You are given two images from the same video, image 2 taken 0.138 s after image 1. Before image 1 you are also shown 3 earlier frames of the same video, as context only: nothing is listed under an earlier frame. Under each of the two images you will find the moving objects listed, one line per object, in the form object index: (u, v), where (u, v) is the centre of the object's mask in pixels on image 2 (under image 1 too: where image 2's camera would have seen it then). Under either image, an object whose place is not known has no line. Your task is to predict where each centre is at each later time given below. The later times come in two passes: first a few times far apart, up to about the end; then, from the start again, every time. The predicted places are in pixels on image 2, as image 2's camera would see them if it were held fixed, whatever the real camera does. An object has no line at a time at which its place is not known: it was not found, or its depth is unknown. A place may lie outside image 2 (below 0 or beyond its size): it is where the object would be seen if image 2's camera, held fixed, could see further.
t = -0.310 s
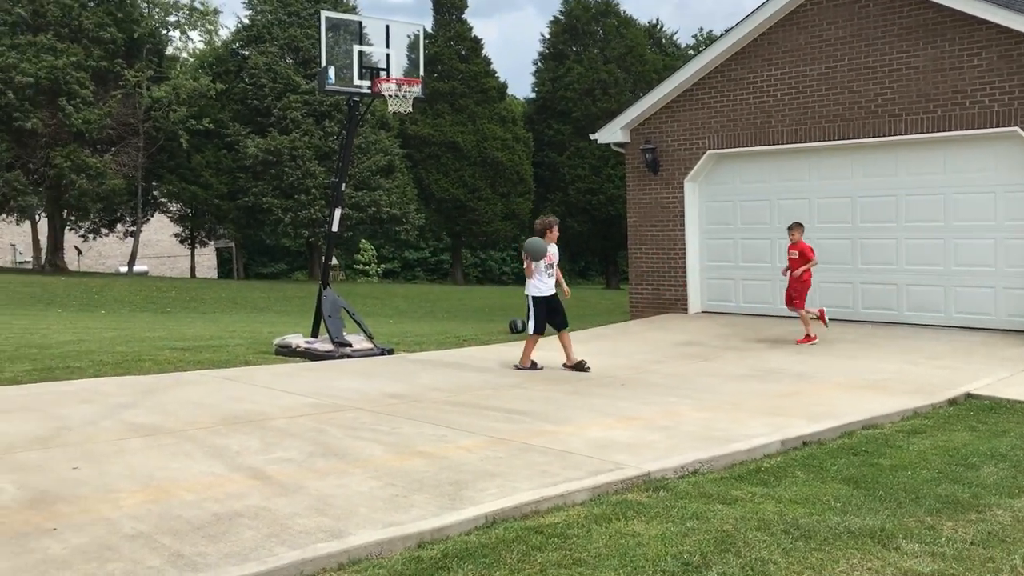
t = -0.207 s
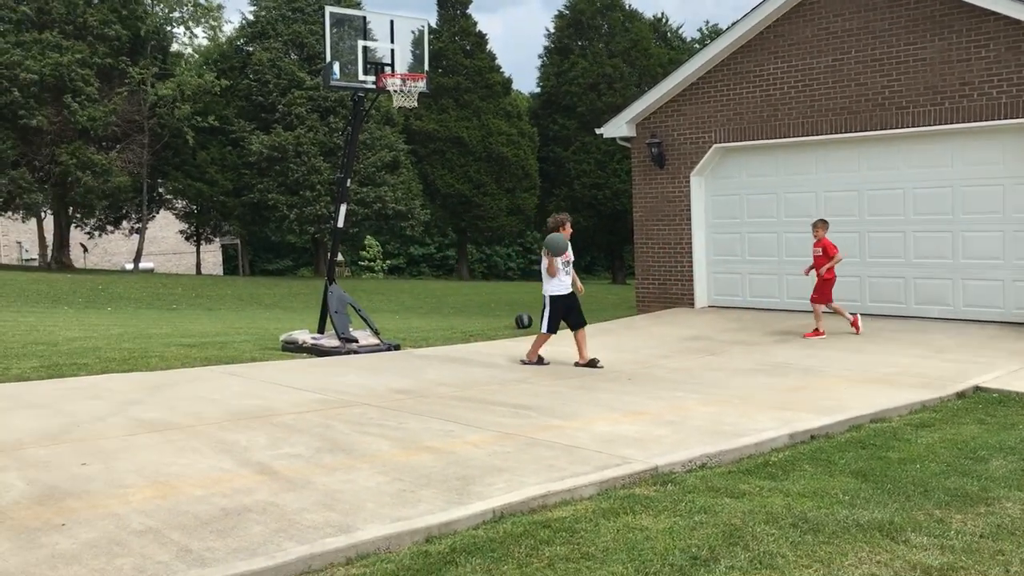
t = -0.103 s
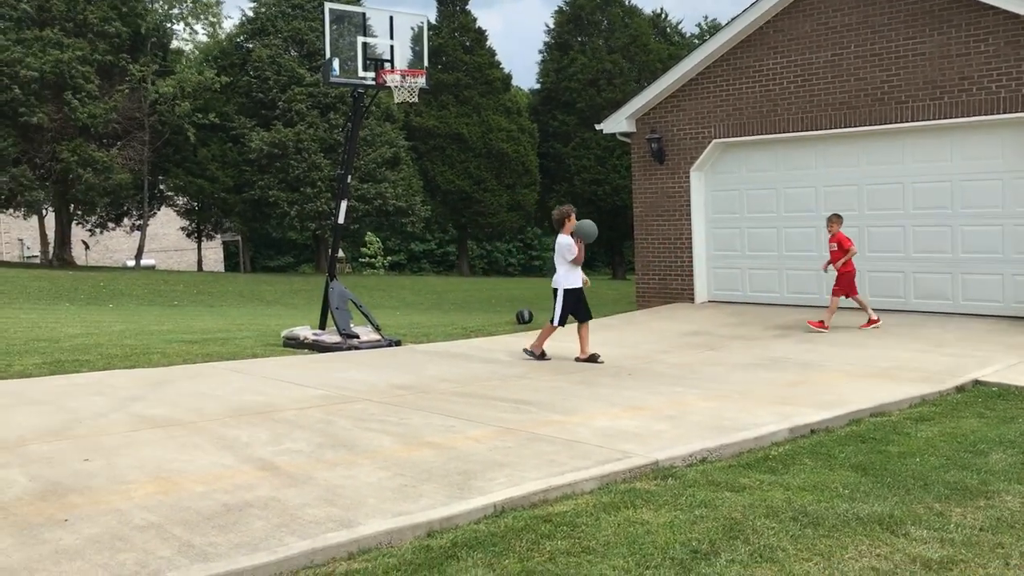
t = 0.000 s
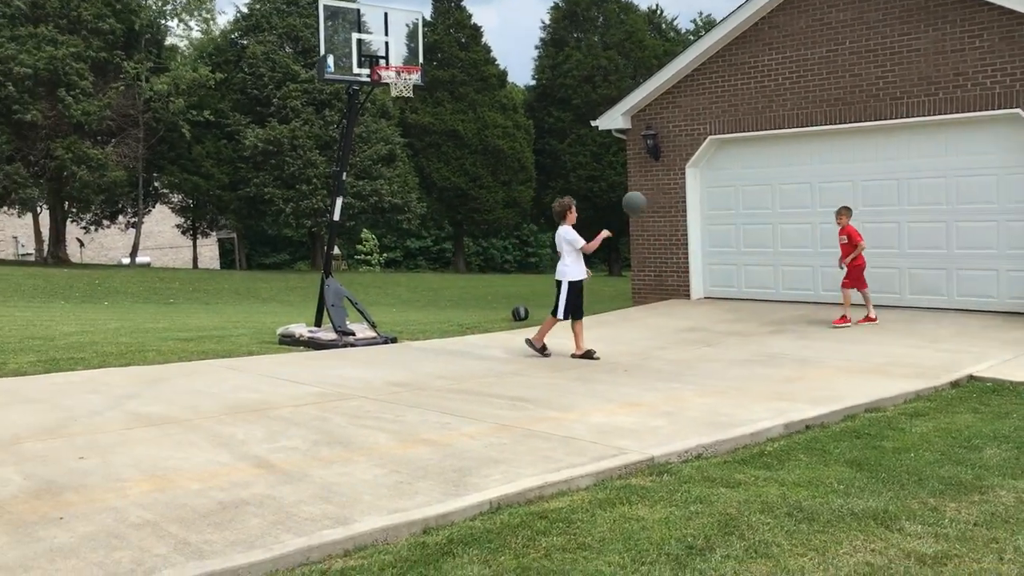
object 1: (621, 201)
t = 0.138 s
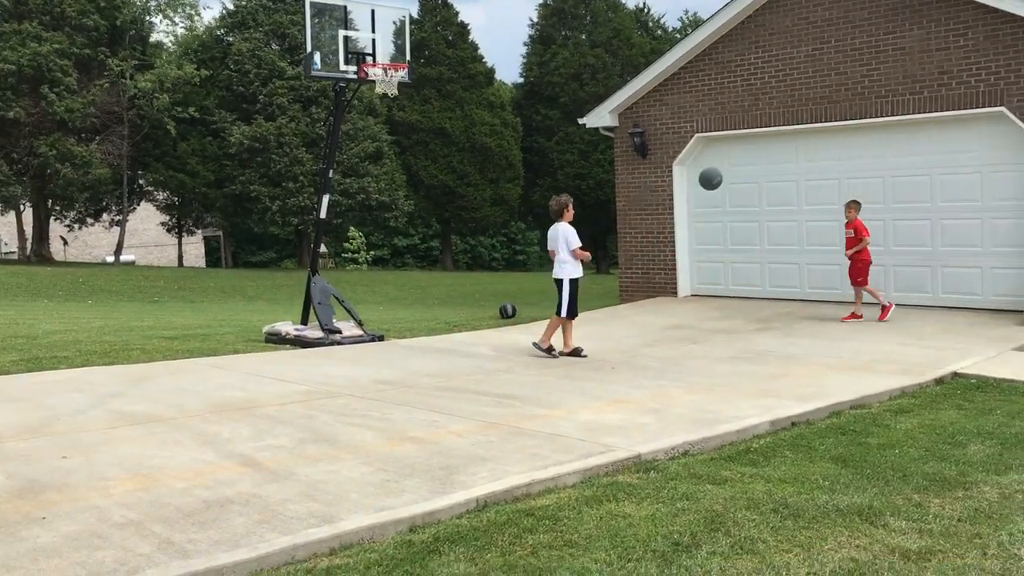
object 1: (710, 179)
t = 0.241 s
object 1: (761, 178)
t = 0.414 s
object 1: (839, 197)
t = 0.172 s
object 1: (727, 177)
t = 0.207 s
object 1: (744, 177)
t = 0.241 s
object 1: (761, 178)
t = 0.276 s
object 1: (777, 180)
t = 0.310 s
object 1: (793, 183)
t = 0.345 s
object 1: (808, 187)
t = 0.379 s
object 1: (824, 192)
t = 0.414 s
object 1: (839, 197)
